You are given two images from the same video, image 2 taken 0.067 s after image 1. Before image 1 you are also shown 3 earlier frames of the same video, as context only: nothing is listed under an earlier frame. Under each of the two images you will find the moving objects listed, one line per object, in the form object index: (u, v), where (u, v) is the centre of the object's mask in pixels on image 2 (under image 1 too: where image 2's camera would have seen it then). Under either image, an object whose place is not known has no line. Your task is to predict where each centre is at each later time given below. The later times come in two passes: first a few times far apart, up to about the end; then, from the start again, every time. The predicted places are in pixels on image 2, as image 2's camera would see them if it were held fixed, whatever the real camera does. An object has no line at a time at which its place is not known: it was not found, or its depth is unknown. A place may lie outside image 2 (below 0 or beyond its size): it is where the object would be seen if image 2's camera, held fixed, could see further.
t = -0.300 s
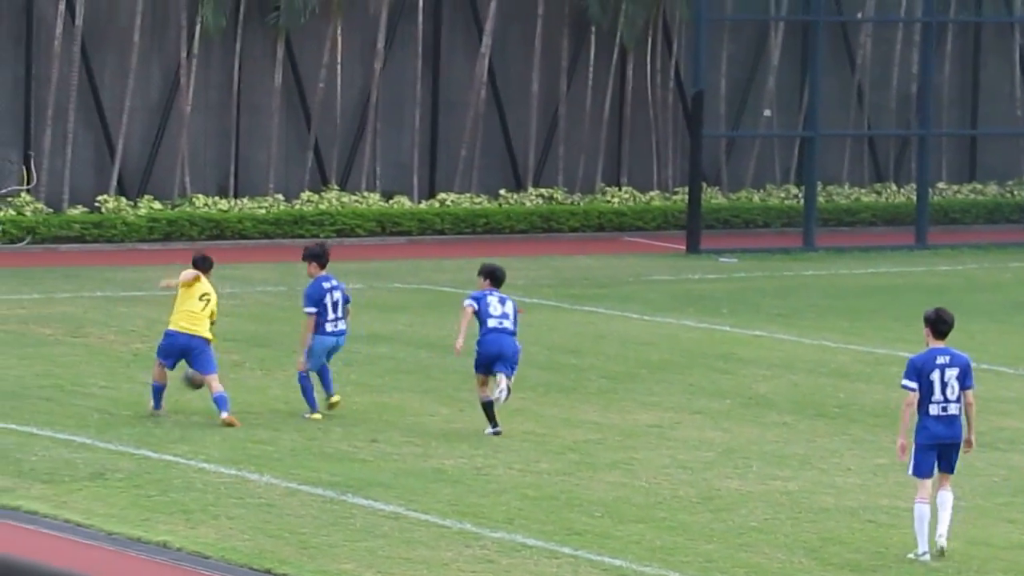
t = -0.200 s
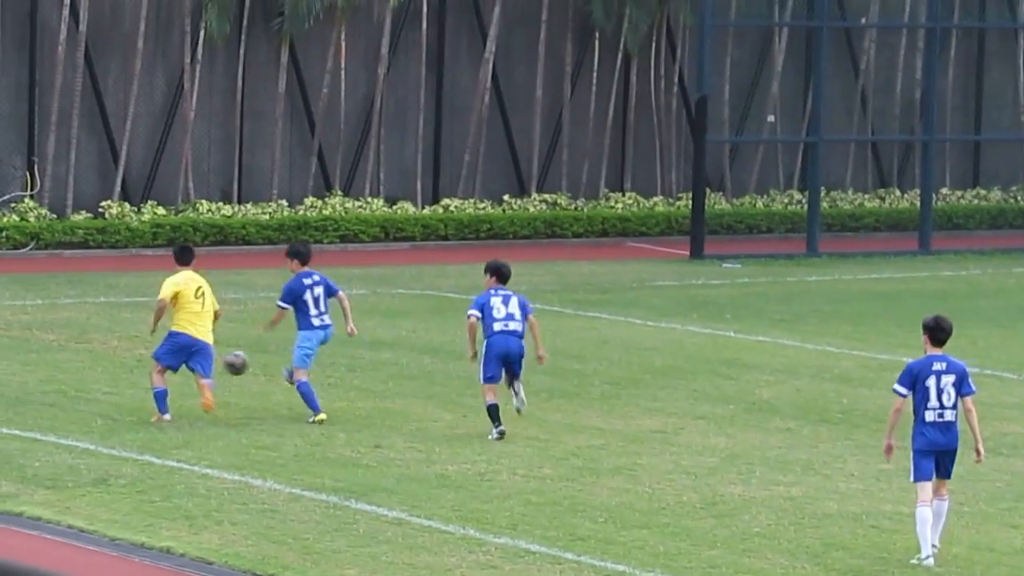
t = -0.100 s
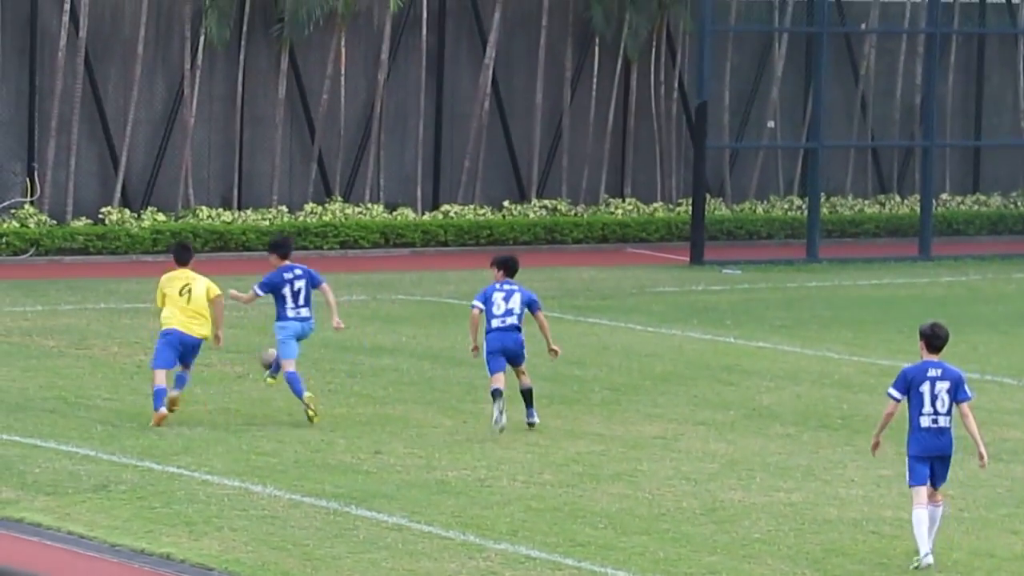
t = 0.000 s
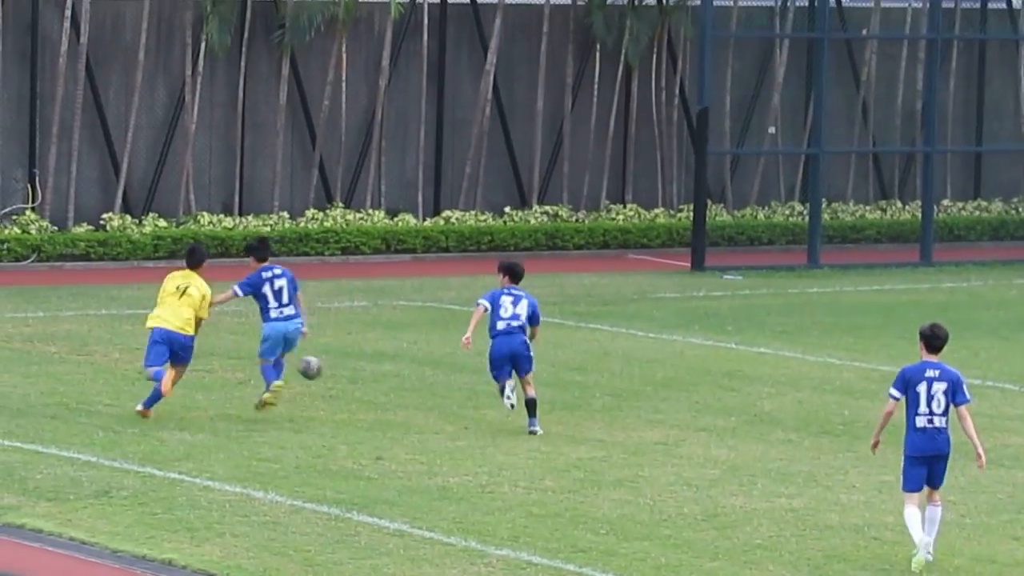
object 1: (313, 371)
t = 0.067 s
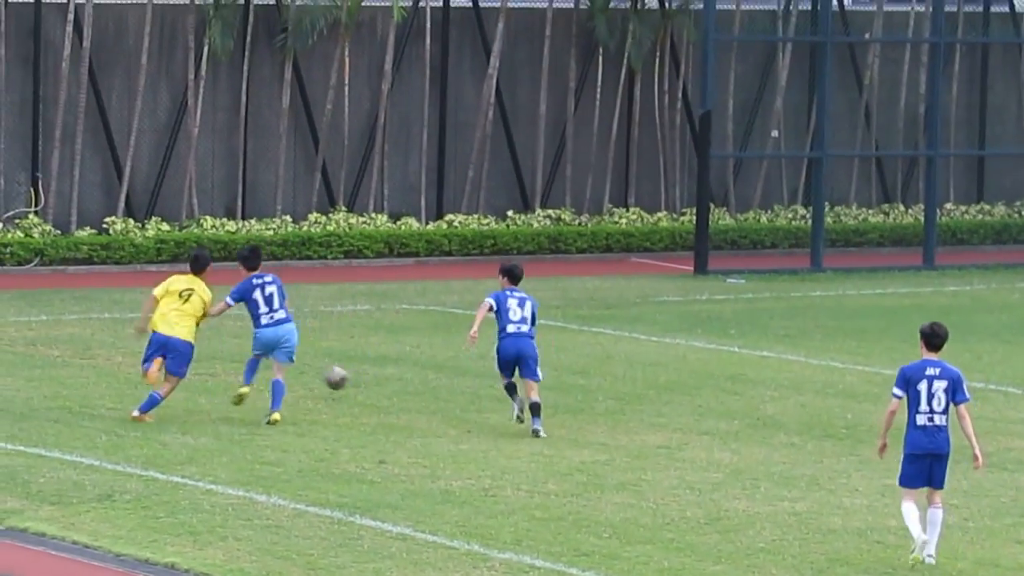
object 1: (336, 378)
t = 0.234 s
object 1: (374, 361)
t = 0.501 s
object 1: (420, 360)
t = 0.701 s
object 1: (435, 341)
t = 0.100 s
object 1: (347, 383)
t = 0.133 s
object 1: (357, 381)
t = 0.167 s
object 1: (363, 374)
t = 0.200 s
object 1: (369, 367)
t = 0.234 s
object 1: (374, 361)
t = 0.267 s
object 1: (380, 357)
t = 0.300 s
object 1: (386, 354)
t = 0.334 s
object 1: (392, 352)
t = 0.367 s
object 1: (398, 351)
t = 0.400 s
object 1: (403, 352)
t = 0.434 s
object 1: (409, 353)
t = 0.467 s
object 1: (414, 356)
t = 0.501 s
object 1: (420, 360)
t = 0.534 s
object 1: (424, 361)
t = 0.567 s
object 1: (427, 356)
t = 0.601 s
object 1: (428, 350)
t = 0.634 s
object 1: (431, 346)
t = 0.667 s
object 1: (434, 343)
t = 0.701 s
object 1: (435, 341)
